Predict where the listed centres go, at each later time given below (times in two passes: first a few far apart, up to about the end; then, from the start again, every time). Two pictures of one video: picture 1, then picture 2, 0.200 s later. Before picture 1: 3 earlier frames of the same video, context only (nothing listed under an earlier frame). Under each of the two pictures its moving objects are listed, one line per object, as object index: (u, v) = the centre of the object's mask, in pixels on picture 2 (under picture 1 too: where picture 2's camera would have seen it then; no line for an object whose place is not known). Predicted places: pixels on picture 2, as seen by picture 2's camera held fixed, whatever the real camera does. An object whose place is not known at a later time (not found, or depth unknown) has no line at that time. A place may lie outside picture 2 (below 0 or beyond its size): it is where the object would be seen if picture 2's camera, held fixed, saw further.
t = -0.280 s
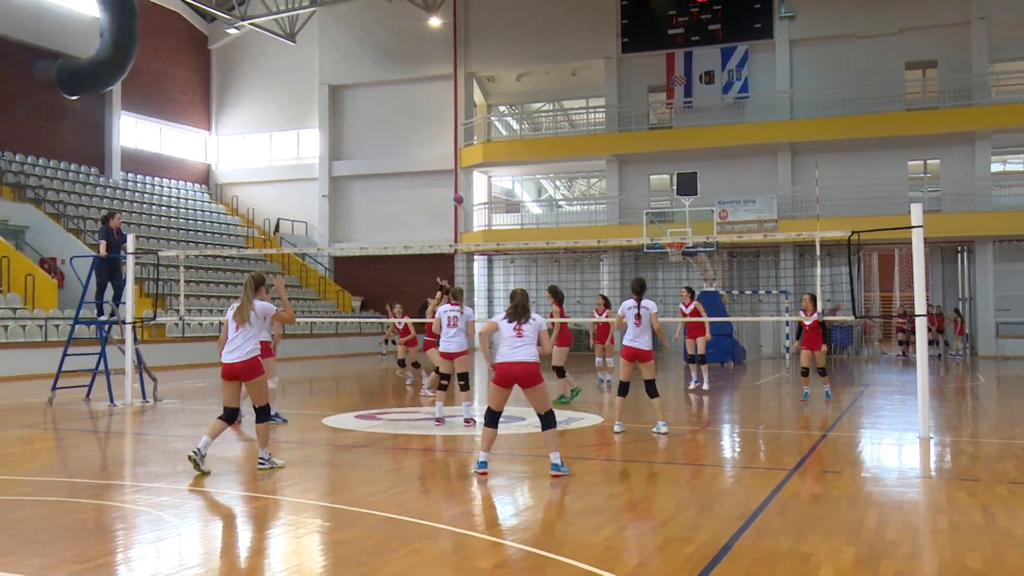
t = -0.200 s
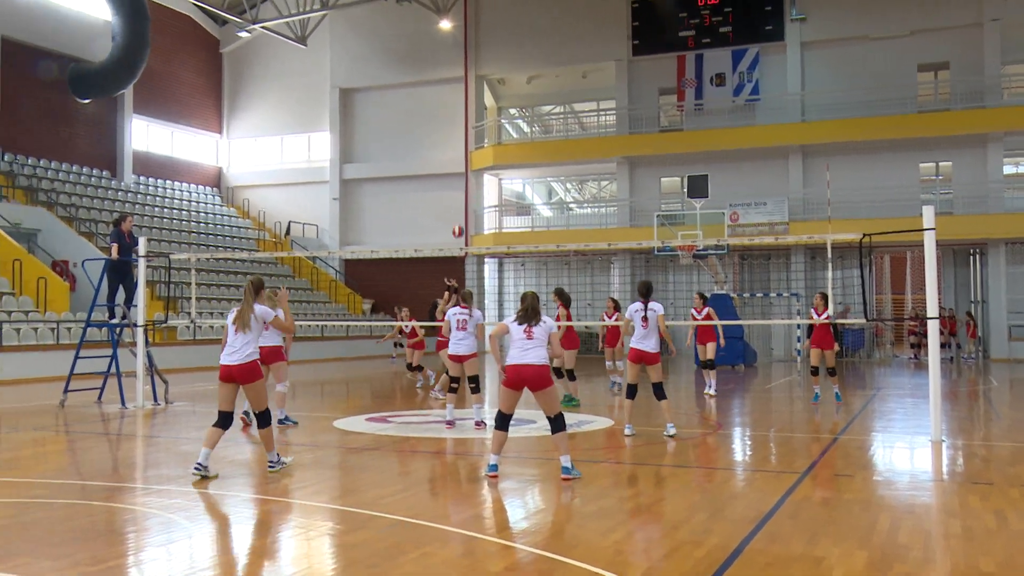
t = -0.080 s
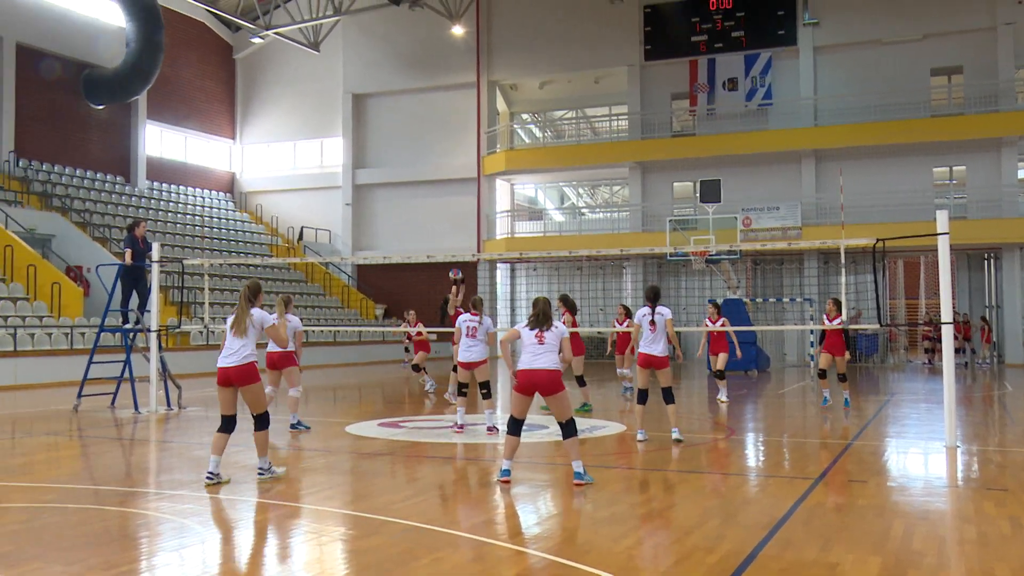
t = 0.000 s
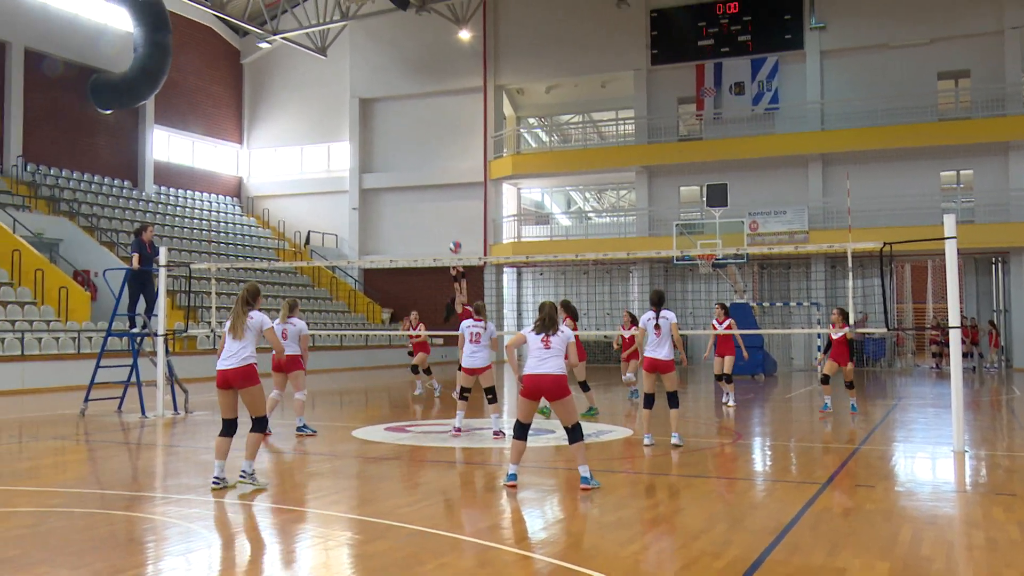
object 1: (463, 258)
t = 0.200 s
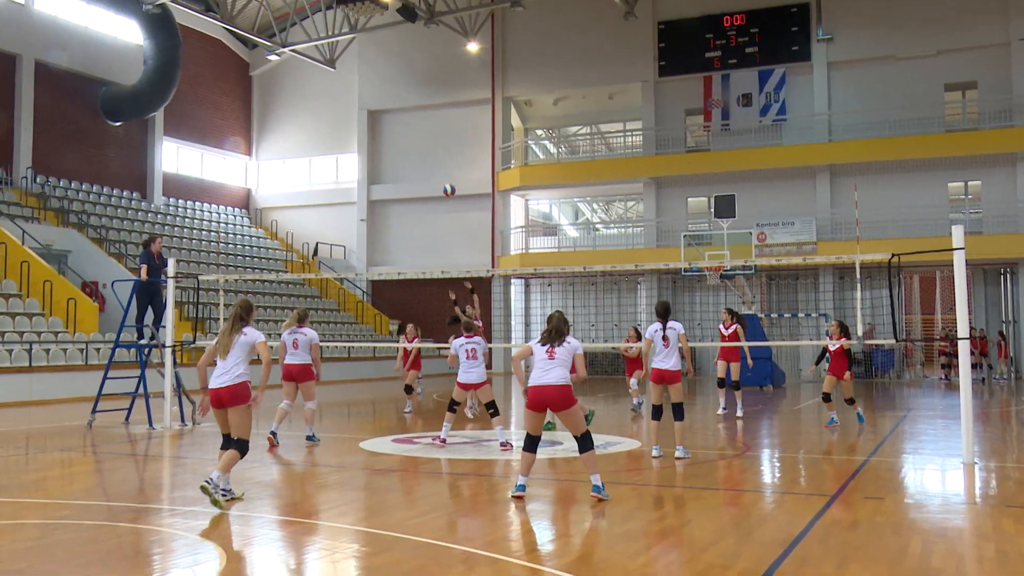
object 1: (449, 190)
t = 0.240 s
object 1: (446, 179)
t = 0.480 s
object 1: (429, 134)
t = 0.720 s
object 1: (412, 124)
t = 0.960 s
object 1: (396, 150)
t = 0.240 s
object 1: (446, 179)
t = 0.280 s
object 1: (443, 169)
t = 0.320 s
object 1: (441, 160)
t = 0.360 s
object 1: (438, 153)
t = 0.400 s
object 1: (435, 146)
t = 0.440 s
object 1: (432, 140)
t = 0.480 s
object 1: (429, 134)
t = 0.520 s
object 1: (426, 130)
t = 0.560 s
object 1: (423, 127)
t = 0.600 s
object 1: (421, 124)
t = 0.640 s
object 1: (418, 123)
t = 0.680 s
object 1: (415, 123)
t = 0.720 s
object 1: (412, 124)
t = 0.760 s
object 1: (410, 126)
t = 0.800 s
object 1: (407, 129)
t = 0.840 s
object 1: (404, 133)
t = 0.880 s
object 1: (401, 138)
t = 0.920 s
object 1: (399, 143)
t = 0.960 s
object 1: (396, 150)
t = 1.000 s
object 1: (393, 158)
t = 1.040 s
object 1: (390, 167)
